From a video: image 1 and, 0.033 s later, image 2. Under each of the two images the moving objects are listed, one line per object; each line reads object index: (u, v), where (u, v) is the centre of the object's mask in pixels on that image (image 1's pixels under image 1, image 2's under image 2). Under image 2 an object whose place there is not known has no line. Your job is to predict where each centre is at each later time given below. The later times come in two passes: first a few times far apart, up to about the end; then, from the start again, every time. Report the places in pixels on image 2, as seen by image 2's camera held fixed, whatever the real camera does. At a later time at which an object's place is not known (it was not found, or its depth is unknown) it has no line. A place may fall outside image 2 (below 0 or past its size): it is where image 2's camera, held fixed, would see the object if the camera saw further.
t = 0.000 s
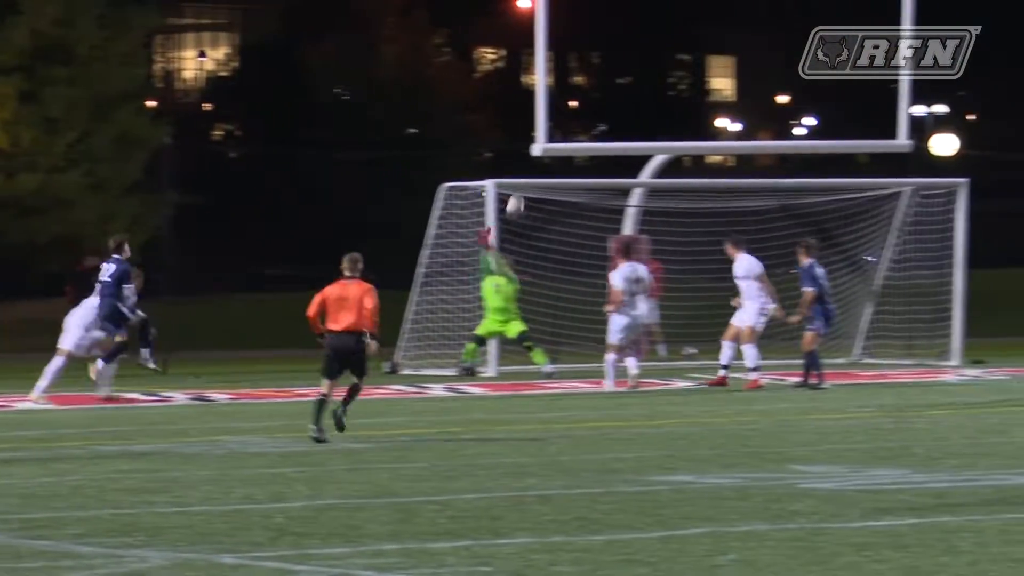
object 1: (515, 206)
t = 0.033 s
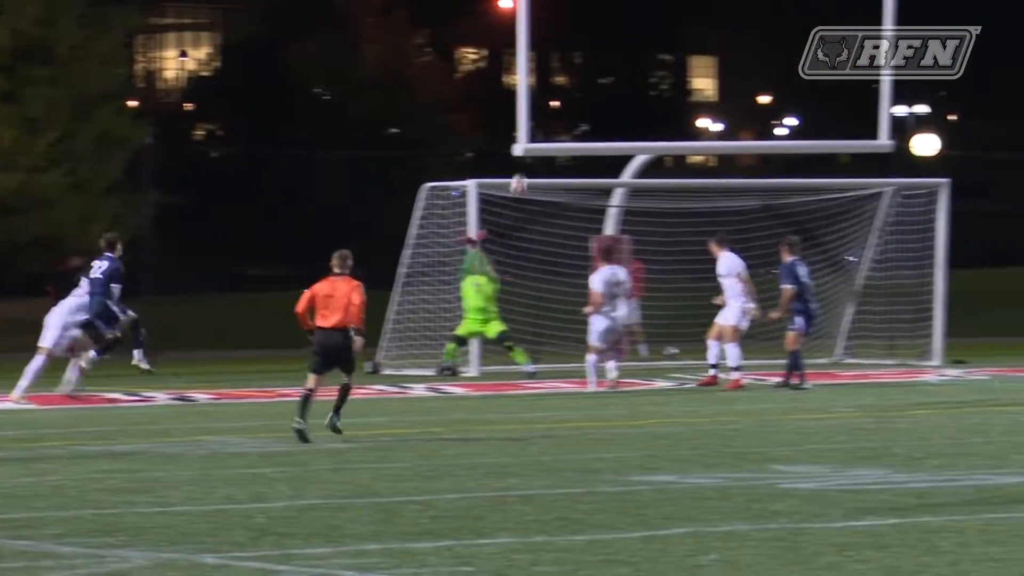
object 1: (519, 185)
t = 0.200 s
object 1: (619, 102)
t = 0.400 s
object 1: (729, 40)
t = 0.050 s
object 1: (529, 175)
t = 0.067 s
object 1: (539, 167)
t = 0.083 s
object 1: (549, 158)
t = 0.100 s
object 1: (560, 148)
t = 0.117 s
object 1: (570, 138)
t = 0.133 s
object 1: (580, 131)
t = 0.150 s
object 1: (590, 124)
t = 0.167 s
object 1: (599, 116)
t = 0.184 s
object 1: (609, 109)
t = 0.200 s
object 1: (619, 102)
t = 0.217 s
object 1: (628, 96)
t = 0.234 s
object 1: (638, 89)
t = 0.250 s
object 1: (647, 83)
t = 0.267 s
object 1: (657, 77)
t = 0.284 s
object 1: (666, 72)
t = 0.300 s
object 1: (675, 67)
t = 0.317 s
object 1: (684, 61)
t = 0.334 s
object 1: (693, 56)
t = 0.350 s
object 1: (703, 51)
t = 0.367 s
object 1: (711, 47)
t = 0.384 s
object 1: (720, 44)
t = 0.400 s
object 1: (729, 40)
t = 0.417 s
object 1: (737, 37)
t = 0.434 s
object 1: (746, 34)
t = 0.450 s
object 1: (753, 31)
